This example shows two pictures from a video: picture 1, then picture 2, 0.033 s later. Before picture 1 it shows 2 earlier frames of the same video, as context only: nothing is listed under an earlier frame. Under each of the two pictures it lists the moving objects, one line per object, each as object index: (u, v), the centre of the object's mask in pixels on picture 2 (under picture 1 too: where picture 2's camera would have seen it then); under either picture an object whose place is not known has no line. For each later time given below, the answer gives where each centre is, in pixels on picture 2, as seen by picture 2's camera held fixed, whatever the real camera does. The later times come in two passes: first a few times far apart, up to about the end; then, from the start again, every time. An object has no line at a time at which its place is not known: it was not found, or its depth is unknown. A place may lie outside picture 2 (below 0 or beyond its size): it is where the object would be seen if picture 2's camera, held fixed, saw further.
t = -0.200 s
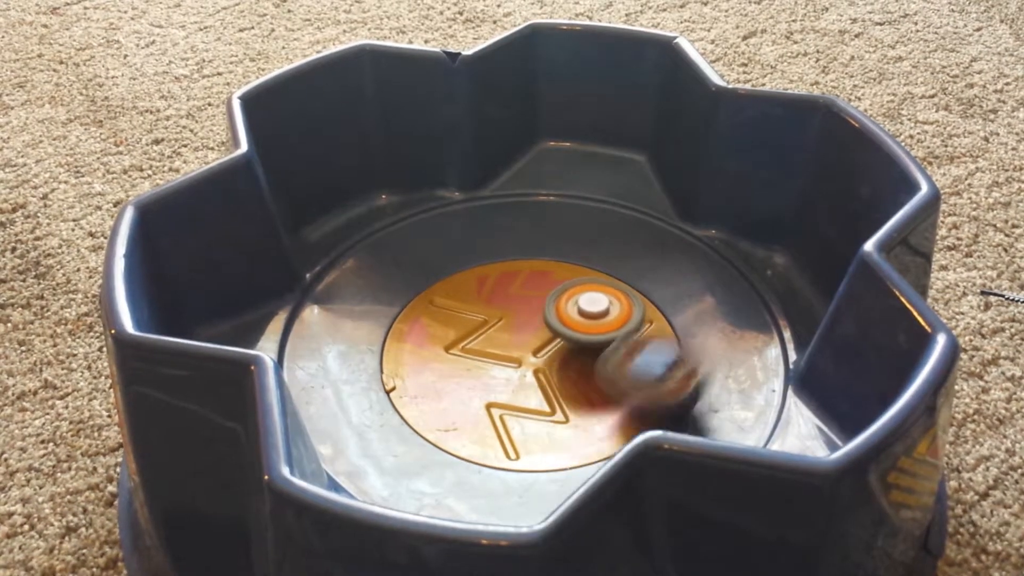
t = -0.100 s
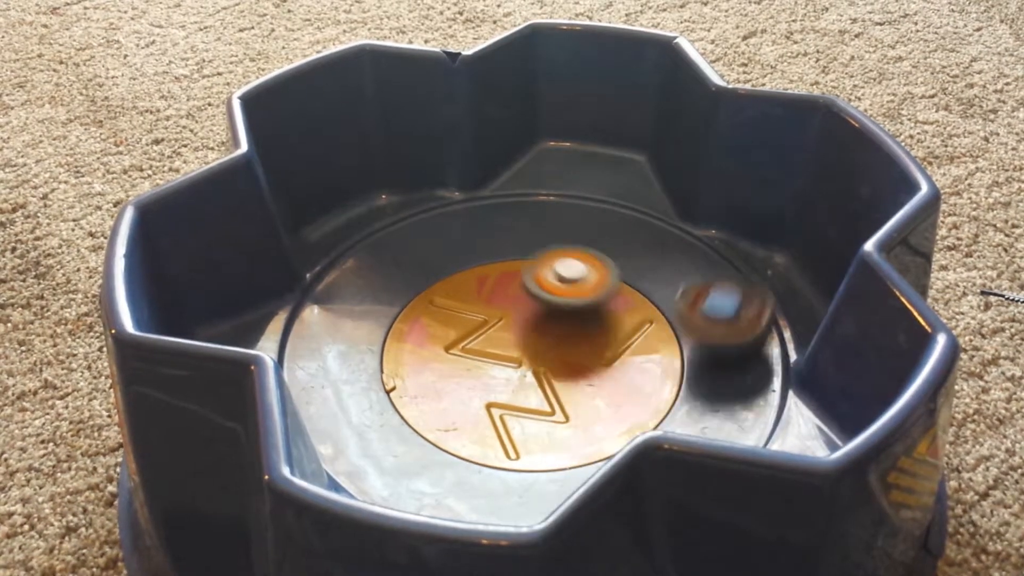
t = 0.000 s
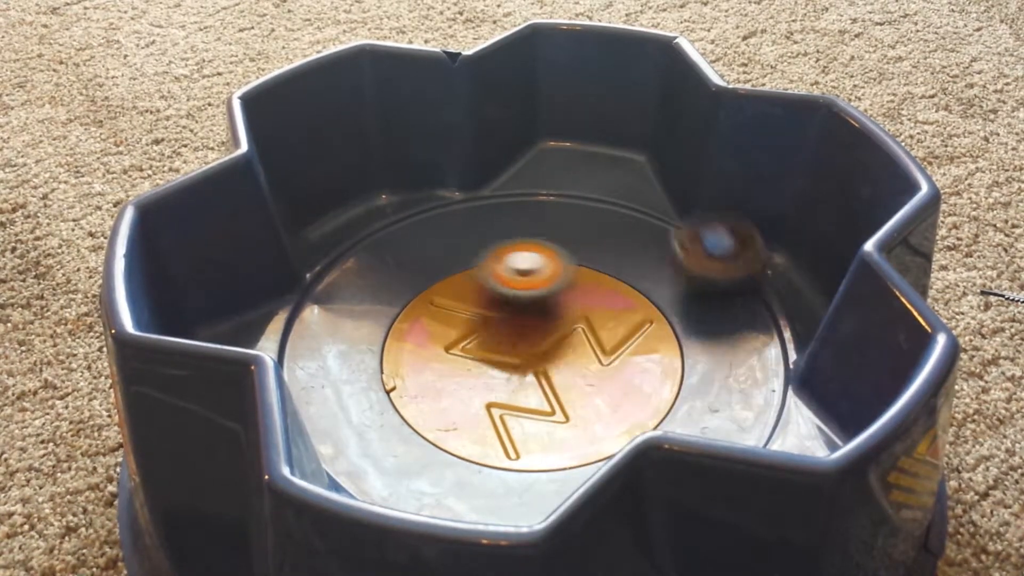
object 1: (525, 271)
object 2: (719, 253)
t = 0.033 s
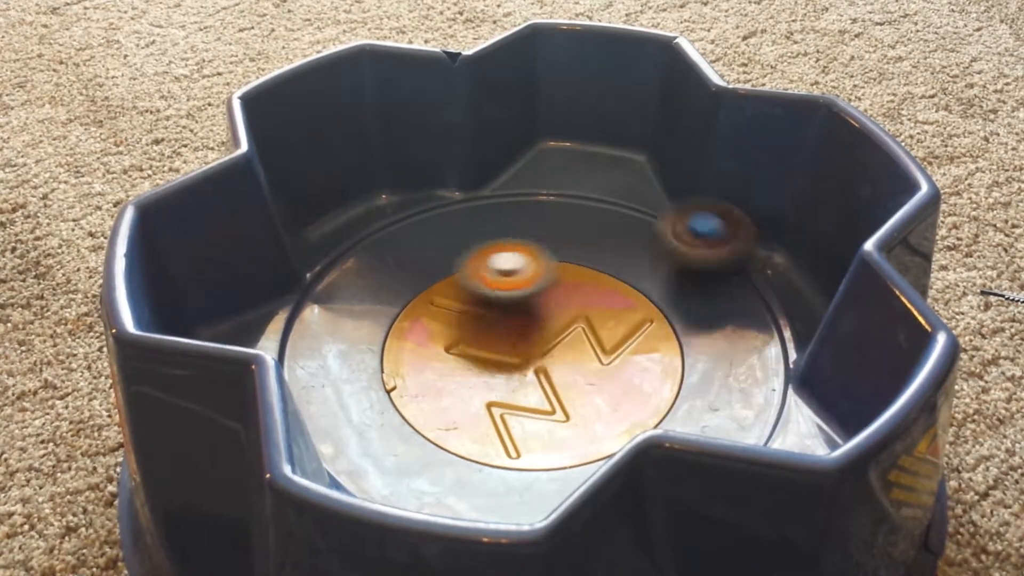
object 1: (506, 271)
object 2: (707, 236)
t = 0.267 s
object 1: (416, 304)
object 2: (531, 275)
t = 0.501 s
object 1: (314, 384)
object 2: (704, 289)
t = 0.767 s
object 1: (587, 348)
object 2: (655, 255)
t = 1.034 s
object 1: (550, 386)
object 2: (463, 215)
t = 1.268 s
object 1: (519, 383)
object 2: (348, 349)
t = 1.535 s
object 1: (518, 383)
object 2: (522, 477)
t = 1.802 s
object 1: (534, 387)
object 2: (655, 345)
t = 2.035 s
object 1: (545, 389)
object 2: (531, 239)
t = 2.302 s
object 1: (563, 385)
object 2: (344, 271)
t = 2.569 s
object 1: (581, 328)
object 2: (441, 400)
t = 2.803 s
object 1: (569, 294)
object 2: (650, 353)
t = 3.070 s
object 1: (516, 296)
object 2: (606, 219)
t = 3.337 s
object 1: (504, 335)
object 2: (446, 230)
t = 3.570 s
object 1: (538, 337)
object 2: (422, 370)
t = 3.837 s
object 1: (540, 345)
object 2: (663, 409)
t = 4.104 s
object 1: (540, 346)
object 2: (708, 310)
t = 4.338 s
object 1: (541, 345)
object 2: (534, 266)
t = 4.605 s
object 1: (542, 347)
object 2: (370, 364)
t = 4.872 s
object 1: (541, 345)
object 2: (471, 469)
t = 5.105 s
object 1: (540, 344)
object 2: (629, 392)
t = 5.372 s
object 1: (481, 329)
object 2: (612, 250)
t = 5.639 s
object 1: (480, 328)
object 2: (424, 229)
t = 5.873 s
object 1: (496, 333)
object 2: (360, 328)
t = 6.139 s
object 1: (510, 335)
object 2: (551, 416)
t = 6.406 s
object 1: (517, 337)
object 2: (671, 301)
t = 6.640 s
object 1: (515, 337)
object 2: (549, 230)
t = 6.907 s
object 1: (516, 336)
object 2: (410, 298)
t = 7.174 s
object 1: (515, 335)
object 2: (510, 413)
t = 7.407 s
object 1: (515, 336)
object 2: (667, 369)
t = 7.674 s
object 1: (514, 336)
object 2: (608, 262)
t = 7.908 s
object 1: (515, 335)
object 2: (457, 274)
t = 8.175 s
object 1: (515, 335)
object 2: (429, 378)
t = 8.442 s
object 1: (514, 333)
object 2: (591, 396)
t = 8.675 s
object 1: (504, 334)
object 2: (627, 301)
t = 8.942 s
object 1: (503, 333)
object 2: (499, 252)
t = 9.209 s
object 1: (537, 333)
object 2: (403, 321)
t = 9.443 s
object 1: (555, 314)
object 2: (518, 389)
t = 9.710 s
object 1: (550, 320)
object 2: (654, 343)
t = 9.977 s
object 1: (536, 332)
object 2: (599, 249)
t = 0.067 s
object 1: (488, 271)
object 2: (683, 241)
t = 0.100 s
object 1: (472, 275)
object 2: (662, 248)
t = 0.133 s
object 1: (457, 280)
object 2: (638, 253)
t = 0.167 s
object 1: (447, 283)
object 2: (613, 255)
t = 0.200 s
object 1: (436, 289)
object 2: (586, 258)
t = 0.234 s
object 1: (426, 296)
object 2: (559, 265)
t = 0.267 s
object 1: (416, 304)
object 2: (531, 275)
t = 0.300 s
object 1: (408, 312)
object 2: (509, 288)
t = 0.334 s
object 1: (369, 316)
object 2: (514, 293)
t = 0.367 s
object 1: (278, 329)
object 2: (562, 293)
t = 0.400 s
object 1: (241, 326)
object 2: (618, 292)
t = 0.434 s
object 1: (248, 326)
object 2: (659, 290)
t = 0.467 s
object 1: (272, 346)
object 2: (685, 288)
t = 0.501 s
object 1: (314, 384)
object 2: (704, 289)
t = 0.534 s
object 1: (347, 396)
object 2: (717, 288)
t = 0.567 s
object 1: (395, 378)
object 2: (723, 286)
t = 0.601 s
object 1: (438, 379)
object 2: (721, 282)
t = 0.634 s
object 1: (484, 375)
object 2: (715, 275)
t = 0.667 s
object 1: (517, 371)
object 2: (705, 268)
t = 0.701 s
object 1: (552, 364)
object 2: (690, 262)
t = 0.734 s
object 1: (572, 358)
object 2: (673, 259)
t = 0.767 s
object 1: (587, 348)
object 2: (655, 255)
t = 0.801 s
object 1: (594, 340)
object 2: (633, 256)
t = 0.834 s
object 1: (595, 333)
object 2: (607, 257)
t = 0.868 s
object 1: (588, 348)
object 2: (585, 241)
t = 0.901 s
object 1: (577, 366)
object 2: (563, 224)
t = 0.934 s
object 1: (567, 379)
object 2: (536, 213)
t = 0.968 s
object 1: (558, 387)
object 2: (513, 208)
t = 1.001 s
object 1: (552, 389)
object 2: (486, 207)
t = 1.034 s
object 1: (550, 386)
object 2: (463, 215)
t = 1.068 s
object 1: (546, 385)
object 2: (435, 225)
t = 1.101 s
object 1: (539, 386)
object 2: (411, 239)
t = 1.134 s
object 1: (535, 385)
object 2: (390, 259)
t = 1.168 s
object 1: (529, 384)
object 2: (370, 278)
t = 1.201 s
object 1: (525, 384)
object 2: (359, 296)
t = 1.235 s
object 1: (522, 383)
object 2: (350, 322)
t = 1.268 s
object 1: (519, 383)
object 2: (348, 349)
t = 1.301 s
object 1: (518, 382)
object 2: (355, 372)
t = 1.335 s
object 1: (517, 382)
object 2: (366, 396)
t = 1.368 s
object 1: (516, 382)
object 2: (381, 420)
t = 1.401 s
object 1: (515, 382)
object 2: (403, 441)
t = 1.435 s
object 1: (515, 382)
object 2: (432, 460)
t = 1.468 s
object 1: (515, 382)
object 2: (463, 472)
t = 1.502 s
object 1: (516, 383)
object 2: (494, 476)
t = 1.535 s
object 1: (518, 383)
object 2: (522, 477)
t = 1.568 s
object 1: (519, 383)
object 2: (546, 474)
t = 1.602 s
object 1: (520, 384)
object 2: (563, 460)
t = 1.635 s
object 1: (523, 384)
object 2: (580, 444)
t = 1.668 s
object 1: (526, 384)
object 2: (600, 427)
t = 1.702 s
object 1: (530, 386)
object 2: (628, 406)
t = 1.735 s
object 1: (532, 387)
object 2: (645, 392)
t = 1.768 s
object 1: (533, 387)
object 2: (655, 368)
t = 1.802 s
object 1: (534, 387)
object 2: (655, 345)
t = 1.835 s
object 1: (536, 387)
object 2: (648, 324)
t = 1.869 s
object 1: (538, 387)
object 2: (636, 303)
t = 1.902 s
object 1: (540, 388)
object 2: (622, 286)
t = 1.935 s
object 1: (542, 388)
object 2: (603, 270)
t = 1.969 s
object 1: (543, 388)
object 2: (580, 256)
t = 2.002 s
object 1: (544, 388)
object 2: (556, 245)
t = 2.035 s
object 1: (545, 389)
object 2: (531, 239)
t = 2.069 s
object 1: (547, 388)
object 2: (503, 234)
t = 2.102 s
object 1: (548, 389)
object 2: (476, 233)
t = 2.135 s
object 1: (548, 389)
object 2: (449, 232)
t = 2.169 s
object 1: (549, 390)
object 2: (421, 235)
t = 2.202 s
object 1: (550, 389)
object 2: (400, 238)
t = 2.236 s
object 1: (553, 389)
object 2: (381, 247)
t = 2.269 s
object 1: (557, 388)
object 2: (362, 258)
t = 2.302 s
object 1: (563, 385)
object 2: (344, 271)
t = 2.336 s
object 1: (564, 378)
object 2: (336, 284)
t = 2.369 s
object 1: (562, 369)
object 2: (336, 300)
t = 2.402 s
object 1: (563, 361)
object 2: (340, 317)
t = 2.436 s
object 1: (567, 353)
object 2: (350, 338)
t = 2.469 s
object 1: (572, 347)
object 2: (363, 353)
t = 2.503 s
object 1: (577, 341)
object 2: (384, 371)
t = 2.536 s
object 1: (579, 335)
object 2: (409, 388)
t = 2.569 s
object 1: (581, 328)
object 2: (441, 400)
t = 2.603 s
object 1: (582, 321)
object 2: (479, 410)
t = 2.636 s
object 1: (582, 316)
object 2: (518, 412)
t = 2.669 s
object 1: (580, 309)
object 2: (554, 406)
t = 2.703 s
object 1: (577, 303)
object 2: (584, 396)
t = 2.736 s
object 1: (574, 298)
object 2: (605, 386)
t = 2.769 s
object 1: (572, 294)
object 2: (632, 372)
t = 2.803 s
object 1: (569, 294)
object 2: (650, 353)
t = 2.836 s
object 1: (562, 295)
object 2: (666, 333)
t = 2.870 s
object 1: (556, 294)
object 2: (669, 312)
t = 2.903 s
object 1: (548, 293)
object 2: (666, 288)
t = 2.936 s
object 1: (542, 292)
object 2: (660, 269)
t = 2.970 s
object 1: (535, 292)
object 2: (651, 253)
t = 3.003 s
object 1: (528, 293)
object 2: (638, 239)
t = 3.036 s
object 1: (522, 294)
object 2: (622, 228)
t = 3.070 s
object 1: (516, 296)
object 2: (606, 219)
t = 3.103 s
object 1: (510, 300)
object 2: (589, 212)
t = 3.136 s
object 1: (505, 304)
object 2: (568, 204)
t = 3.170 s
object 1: (503, 310)
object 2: (545, 201)
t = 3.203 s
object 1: (501, 315)
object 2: (526, 201)
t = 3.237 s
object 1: (500, 321)
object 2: (503, 205)
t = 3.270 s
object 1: (501, 326)
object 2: (484, 211)
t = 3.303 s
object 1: (501, 333)
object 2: (464, 220)
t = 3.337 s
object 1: (504, 335)
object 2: (446, 230)
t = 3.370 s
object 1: (512, 335)
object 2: (428, 244)
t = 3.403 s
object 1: (522, 332)
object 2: (413, 261)
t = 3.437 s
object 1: (525, 331)
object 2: (406, 279)
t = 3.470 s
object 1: (529, 331)
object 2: (401, 301)
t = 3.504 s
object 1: (532, 332)
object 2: (401, 327)
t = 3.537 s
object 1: (536, 335)
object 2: (408, 351)
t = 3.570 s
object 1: (538, 337)
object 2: (422, 370)
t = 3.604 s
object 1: (539, 338)
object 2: (444, 389)
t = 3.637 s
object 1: (539, 340)
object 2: (478, 408)
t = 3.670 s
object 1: (536, 345)
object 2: (512, 419)
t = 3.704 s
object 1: (539, 348)
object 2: (537, 424)
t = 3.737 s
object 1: (545, 348)
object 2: (564, 432)
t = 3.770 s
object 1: (543, 347)
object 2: (596, 426)
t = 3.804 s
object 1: (538, 345)
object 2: (630, 416)
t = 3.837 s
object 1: (540, 345)
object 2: (663, 409)
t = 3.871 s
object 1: (540, 346)
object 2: (693, 405)
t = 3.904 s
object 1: (540, 346)
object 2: (717, 400)
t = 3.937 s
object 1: (539, 345)
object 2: (735, 390)
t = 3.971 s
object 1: (541, 346)
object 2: (748, 374)
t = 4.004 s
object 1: (540, 345)
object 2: (745, 357)
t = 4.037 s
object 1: (541, 346)
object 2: (731, 338)
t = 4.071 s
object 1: (540, 346)
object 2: (725, 327)
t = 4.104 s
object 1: (540, 346)
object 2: (708, 310)
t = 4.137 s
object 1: (541, 346)
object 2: (691, 296)
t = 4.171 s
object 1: (540, 345)
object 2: (672, 285)
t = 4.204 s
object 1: (541, 345)
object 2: (646, 274)
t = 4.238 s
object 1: (540, 345)
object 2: (619, 268)
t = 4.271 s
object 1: (541, 345)
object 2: (592, 264)
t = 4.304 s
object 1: (540, 345)
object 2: (563, 264)
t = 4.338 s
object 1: (541, 345)
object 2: (534, 266)
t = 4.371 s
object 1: (540, 345)
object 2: (504, 269)
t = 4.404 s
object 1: (540, 345)
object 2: (473, 277)
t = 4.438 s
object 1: (542, 346)
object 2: (445, 285)
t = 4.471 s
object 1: (541, 346)
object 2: (425, 296)
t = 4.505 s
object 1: (541, 345)
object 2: (407, 310)
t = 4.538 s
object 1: (538, 344)
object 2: (390, 328)
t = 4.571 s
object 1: (542, 346)
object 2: (379, 345)
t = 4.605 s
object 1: (542, 347)
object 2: (370, 364)
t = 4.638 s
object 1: (542, 348)
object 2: (369, 383)
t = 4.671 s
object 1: (543, 348)
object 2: (371, 402)
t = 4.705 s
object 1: (542, 348)
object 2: (376, 419)
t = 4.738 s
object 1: (543, 349)
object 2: (386, 436)
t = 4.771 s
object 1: (542, 348)
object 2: (401, 450)
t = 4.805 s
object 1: (542, 348)
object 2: (421, 462)
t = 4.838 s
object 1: (541, 346)
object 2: (444, 468)
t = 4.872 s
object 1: (541, 345)
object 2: (471, 469)
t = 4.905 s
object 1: (540, 344)
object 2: (499, 469)
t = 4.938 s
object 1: (541, 345)
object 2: (527, 462)
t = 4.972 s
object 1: (543, 347)
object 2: (550, 450)
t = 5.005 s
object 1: (541, 347)
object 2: (568, 436)
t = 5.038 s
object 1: (542, 347)
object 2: (587, 422)
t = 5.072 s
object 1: (540, 345)
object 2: (610, 406)
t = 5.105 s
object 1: (540, 344)
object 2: (629, 392)
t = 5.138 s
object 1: (539, 343)
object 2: (643, 376)
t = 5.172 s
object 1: (533, 338)
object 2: (660, 362)
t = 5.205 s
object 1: (529, 336)
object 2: (667, 345)
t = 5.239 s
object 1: (524, 333)
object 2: (667, 323)
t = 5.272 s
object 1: (517, 329)
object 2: (659, 300)
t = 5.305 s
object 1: (507, 328)
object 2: (645, 280)
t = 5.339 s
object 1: (495, 329)
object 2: (631, 264)
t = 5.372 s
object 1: (481, 329)
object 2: (612, 250)
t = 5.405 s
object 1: (476, 327)
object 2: (587, 240)
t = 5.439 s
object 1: (471, 325)
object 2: (561, 230)
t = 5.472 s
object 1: (468, 325)
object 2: (538, 227)
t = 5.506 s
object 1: (468, 325)
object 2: (515, 223)
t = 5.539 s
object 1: (470, 325)
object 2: (490, 222)
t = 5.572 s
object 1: (473, 326)
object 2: (468, 222)
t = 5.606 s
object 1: (476, 327)
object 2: (444, 226)
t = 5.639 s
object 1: (480, 328)
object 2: (424, 229)
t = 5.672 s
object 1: (483, 328)
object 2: (405, 240)
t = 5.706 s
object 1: (486, 329)
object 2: (389, 252)
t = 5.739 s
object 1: (488, 330)
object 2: (375, 265)
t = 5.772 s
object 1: (491, 330)
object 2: (365, 280)
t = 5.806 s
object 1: (493, 331)
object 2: (358, 295)
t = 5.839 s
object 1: (495, 332)
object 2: (356, 312)
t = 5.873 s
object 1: (496, 333)
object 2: (360, 328)
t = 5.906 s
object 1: (498, 333)
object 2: (369, 350)
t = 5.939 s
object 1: (499, 333)
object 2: (382, 369)
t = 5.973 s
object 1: (501, 333)
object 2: (405, 387)
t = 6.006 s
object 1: (502, 333)
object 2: (434, 403)
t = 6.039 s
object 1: (505, 334)
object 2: (467, 412)
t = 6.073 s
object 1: (506, 334)
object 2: (495, 415)
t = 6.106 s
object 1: (508, 334)
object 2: (522, 417)
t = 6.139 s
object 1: (510, 335)
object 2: (551, 416)
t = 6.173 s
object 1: (513, 336)
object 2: (581, 409)
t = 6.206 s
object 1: (515, 336)
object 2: (611, 399)
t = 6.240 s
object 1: (518, 336)
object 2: (634, 387)
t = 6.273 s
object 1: (518, 337)
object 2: (651, 374)
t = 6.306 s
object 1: (517, 337)
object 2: (664, 357)
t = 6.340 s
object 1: (516, 337)
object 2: (672, 338)
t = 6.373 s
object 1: (517, 337)
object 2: (673, 321)
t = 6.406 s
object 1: (517, 337)
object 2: (671, 301)
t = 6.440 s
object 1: (516, 337)
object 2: (662, 281)
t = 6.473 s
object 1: (517, 337)
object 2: (647, 266)
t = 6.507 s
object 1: (516, 337)
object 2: (631, 252)
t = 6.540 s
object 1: (516, 337)
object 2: (614, 244)
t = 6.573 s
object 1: (516, 337)
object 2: (594, 237)
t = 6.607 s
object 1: (517, 336)
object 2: (570, 232)
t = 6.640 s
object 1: (515, 337)
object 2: (549, 230)
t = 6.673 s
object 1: (516, 336)
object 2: (529, 228)
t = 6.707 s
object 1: (514, 336)
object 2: (510, 230)
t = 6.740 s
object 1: (513, 336)
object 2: (488, 235)
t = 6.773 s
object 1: (514, 336)
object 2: (465, 243)
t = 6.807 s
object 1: (517, 337)
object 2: (447, 253)
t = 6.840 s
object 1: (515, 337)
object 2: (431, 265)
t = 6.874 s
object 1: (516, 336)
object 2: (418, 279)
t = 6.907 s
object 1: (516, 336)
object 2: (410, 298)
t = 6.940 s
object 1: (515, 336)
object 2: (405, 316)
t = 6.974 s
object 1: (515, 336)
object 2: (405, 337)
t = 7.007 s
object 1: (515, 336)
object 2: (411, 356)
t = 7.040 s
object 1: (515, 336)
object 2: (422, 370)
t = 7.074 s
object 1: (516, 336)
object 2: (441, 388)
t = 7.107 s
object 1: (516, 335)
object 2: (465, 402)
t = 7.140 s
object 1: (515, 335)
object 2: (490, 411)
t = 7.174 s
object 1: (515, 335)
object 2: (510, 413)
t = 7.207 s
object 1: (514, 335)
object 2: (530, 417)
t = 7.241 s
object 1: (513, 336)
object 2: (555, 419)
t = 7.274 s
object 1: (515, 336)
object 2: (584, 414)
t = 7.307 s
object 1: (515, 336)
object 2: (610, 405)
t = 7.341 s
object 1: (514, 336)
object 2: (636, 394)
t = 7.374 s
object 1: (515, 336)
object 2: (654, 384)
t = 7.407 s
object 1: (515, 336)
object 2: (667, 369)
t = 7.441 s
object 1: (514, 336)
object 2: (674, 355)
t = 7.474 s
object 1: (515, 336)
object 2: (677, 337)
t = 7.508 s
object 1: (515, 336)
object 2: (674, 322)
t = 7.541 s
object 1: (515, 335)
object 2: (668, 306)
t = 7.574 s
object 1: (514, 336)
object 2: (657, 290)
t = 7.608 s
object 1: (515, 336)
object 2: (640, 279)
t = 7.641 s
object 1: (515, 336)
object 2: (625, 269)
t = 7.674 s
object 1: (514, 336)
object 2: (608, 262)
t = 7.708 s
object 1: (515, 335)
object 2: (587, 254)
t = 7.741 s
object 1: (516, 335)
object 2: (565, 252)
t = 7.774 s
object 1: (515, 335)
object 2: (545, 251)
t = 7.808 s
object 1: (516, 335)
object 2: (523, 254)
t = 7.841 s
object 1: (514, 335)
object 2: (500, 259)
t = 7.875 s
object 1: (515, 335)
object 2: (477, 266)
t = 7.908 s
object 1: (515, 335)
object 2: (457, 274)
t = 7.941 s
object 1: (515, 335)
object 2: (442, 283)
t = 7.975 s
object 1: (517, 334)
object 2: (428, 292)
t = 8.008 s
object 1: (515, 335)
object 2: (417, 305)
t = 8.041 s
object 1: (513, 335)
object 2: (408, 317)
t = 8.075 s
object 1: (514, 335)
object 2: (401, 332)
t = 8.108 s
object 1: (514, 335)
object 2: (402, 349)
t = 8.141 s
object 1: (516, 335)
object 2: (416, 364)
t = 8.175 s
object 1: (515, 335)
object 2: (429, 378)
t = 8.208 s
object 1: (515, 334)
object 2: (446, 391)
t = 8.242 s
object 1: (516, 333)
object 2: (465, 401)
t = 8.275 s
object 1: (515, 334)
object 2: (487, 407)
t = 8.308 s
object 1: (516, 333)
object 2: (507, 410)
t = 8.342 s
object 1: (514, 334)
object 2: (530, 412)
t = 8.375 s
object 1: (514, 334)
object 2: (551, 412)
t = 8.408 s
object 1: (515, 334)
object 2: (572, 405)
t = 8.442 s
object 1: (514, 333)
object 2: (591, 396)
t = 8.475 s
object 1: (514, 335)
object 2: (606, 384)
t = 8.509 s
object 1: (515, 335)
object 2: (618, 371)
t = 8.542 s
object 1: (515, 335)
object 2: (626, 357)
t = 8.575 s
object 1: (513, 335)
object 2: (631, 342)
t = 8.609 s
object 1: (508, 334)
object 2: (636, 329)
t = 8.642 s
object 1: (506, 334)
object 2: (634, 315)
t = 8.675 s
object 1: (504, 334)
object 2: (627, 301)
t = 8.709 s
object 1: (504, 333)
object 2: (619, 288)
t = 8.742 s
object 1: (504, 333)
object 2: (609, 276)
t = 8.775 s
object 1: (504, 333)
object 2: (594, 267)
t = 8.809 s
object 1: (505, 333)
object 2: (572, 259)
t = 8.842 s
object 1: (504, 333)
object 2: (558, 255)
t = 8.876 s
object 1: (504, 333)
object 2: (536, 252)
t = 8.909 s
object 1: (503, 332)
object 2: (518, 251)
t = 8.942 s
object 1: (503, 333)
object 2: (499, 252)
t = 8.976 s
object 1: (503, 333)
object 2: (481, 257)
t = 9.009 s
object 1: (502, 333)
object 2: (464, 264)
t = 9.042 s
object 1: (509, 335)
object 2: (446, 268)
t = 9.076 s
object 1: (522, 336)
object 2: (431, 272)
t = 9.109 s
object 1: (530, 334)
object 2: (419, 281)
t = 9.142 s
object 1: (533, 334)
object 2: (410, 293)
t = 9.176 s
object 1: (535, 334)
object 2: (404, 306)
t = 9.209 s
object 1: (537, 333)
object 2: (403, 321)
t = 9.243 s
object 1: (539, 332)
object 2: (407, 339)
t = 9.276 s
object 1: (541, 331)
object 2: (416, 352)
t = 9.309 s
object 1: (544, 328)
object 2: (429, 363)
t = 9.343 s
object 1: (547, 325)
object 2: (446, 373)
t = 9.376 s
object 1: (549, 318)
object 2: (471, 381)
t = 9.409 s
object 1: (552, 314)
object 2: (495, 387)
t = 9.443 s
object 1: (555, 314)
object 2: (518, 389)
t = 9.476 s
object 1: (556, 312)
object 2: (542, 387)
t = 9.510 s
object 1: (555, 313)
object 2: (558, 384)
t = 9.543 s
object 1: (556, 307)
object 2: (577, 385)
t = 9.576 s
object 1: (558, 306)
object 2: (598, 385)
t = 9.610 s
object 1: (559, 307)
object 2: (615, 379)
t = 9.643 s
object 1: (557, 311)
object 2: (633, 368)
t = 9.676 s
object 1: (555, 317)
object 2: (645, 356)
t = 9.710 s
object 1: (550, 320)
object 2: (654, 343)
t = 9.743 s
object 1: (547, 324)
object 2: (658, 329)
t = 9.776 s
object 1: (543, 325)
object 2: (657, 316)
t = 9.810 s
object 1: (542, 326)
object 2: (653, 302)
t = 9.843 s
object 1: (542, 326)
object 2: (642, 291)
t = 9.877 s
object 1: (544, 324)
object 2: (629, 278)
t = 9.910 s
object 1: (545, 324)
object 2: (616, 269)
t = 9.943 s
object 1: (538, 328)
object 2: (609, 257)
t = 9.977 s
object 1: (536, 332)
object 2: (599, 249)
